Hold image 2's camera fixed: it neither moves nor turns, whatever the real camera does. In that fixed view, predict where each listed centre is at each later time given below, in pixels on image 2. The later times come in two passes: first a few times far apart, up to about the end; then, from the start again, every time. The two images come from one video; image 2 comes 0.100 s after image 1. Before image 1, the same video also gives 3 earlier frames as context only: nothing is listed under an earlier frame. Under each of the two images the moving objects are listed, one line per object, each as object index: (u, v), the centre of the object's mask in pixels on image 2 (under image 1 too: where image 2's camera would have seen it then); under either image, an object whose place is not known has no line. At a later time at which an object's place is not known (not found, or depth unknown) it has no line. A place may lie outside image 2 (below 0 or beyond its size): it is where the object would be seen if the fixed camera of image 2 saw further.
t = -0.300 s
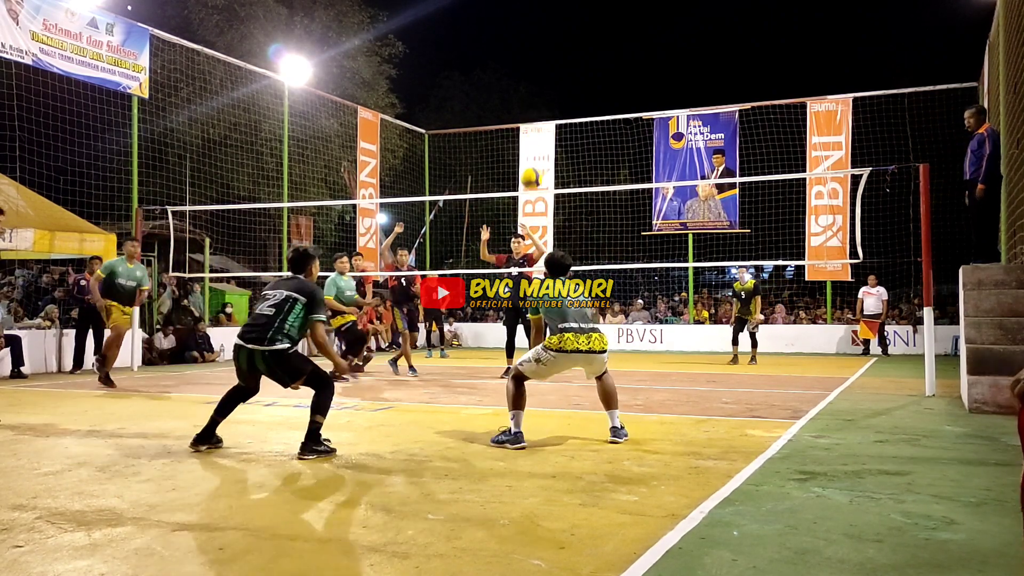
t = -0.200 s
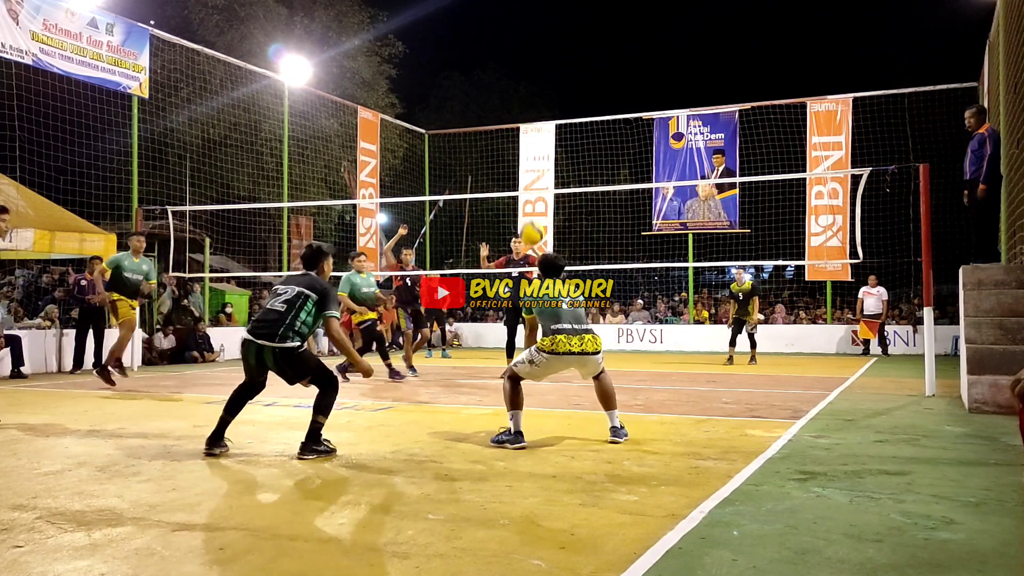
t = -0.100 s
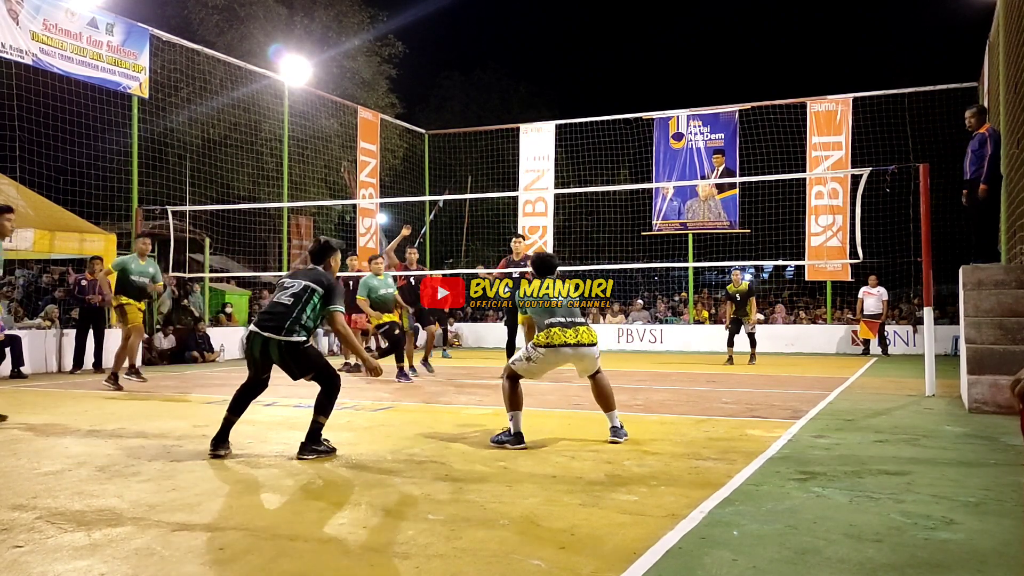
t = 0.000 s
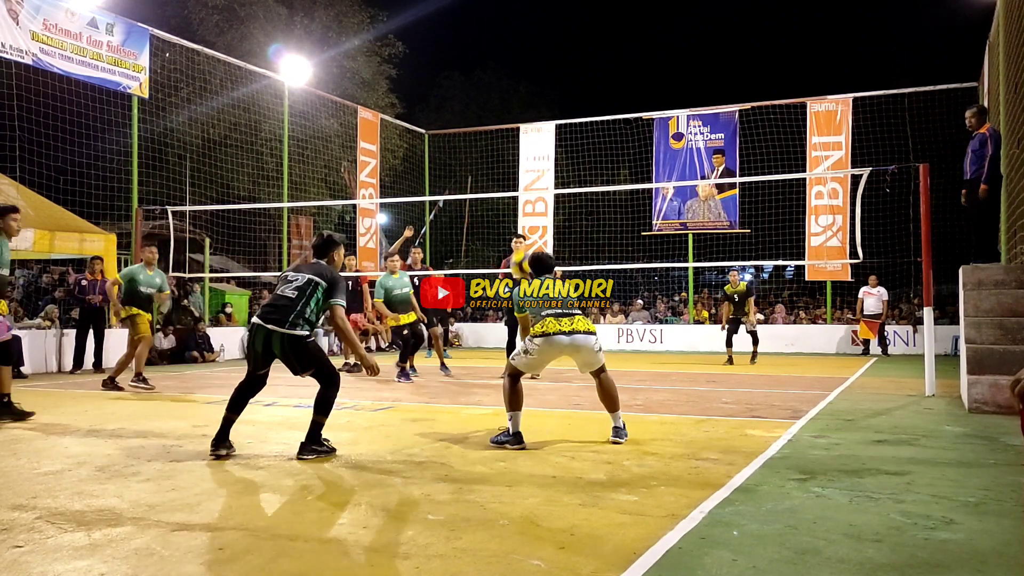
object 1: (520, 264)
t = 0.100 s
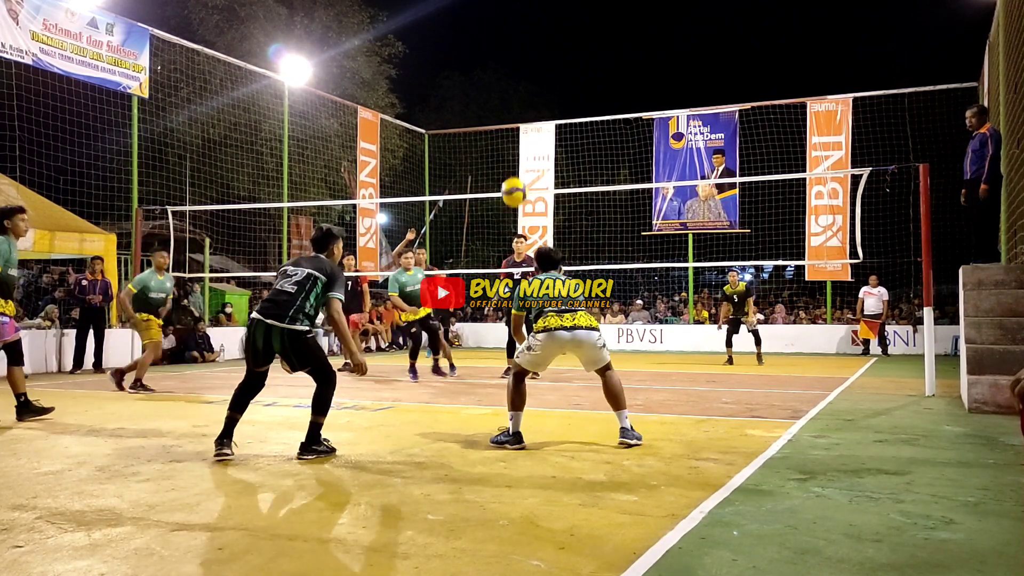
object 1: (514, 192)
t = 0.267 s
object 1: (500, 110)
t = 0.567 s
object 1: (477, 55)
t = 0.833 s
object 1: (459, 84)
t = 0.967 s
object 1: (451, 120)
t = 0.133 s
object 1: (510, 173)
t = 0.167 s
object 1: (508, 153)
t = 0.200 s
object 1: (506, 138)
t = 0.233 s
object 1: (503, 123)
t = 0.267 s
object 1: (500, 110)
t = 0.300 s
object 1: (497, 98)
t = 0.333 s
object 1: (495, 88)
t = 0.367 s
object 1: (492, 79)
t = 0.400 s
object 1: (489, 72)
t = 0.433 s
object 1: (487, 67)
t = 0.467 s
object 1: (484, 62)
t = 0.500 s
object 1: (482, 59)
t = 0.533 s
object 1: (479, 56)
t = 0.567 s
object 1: (477, 55)
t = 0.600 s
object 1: (474, 55)
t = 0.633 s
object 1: (472, 56)
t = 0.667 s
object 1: (470, 59)
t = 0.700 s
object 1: (467, 62)
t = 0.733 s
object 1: (465, 66)
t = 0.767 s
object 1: (463, 71)
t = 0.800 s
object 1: (461, 78)
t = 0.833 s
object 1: (459, 84)
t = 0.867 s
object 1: (457, 92)
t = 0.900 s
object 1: (455, 101)
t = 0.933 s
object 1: (453, 110)
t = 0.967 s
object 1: (451, 120)
